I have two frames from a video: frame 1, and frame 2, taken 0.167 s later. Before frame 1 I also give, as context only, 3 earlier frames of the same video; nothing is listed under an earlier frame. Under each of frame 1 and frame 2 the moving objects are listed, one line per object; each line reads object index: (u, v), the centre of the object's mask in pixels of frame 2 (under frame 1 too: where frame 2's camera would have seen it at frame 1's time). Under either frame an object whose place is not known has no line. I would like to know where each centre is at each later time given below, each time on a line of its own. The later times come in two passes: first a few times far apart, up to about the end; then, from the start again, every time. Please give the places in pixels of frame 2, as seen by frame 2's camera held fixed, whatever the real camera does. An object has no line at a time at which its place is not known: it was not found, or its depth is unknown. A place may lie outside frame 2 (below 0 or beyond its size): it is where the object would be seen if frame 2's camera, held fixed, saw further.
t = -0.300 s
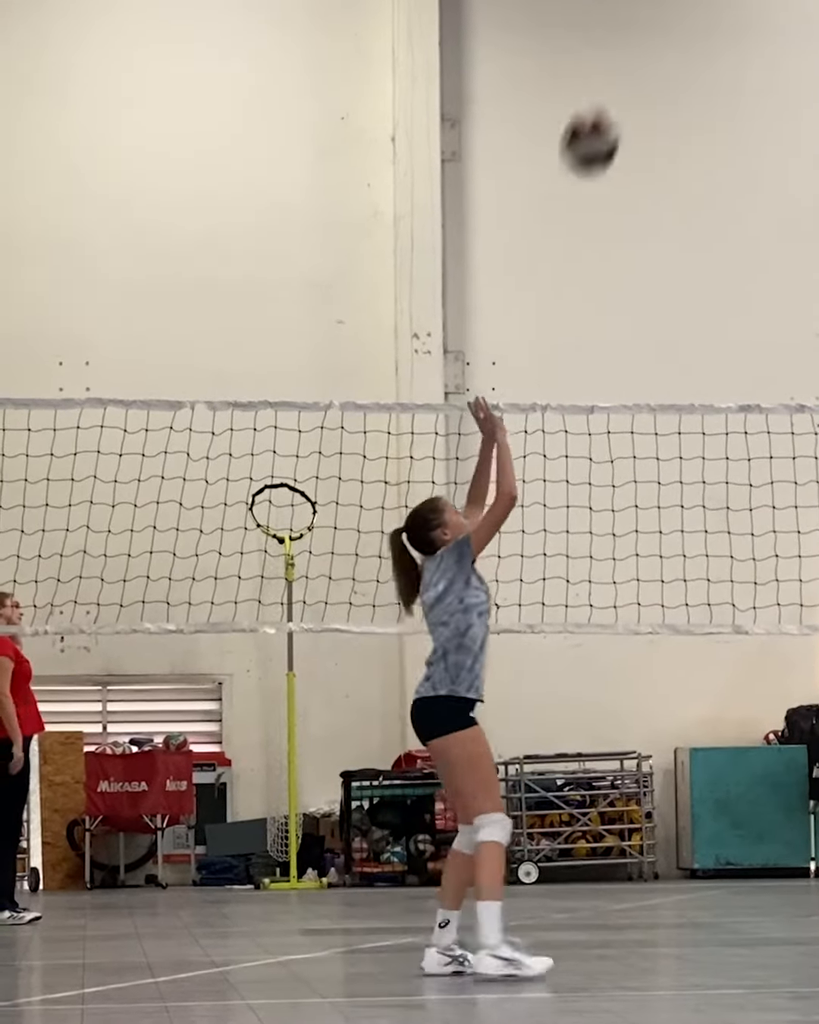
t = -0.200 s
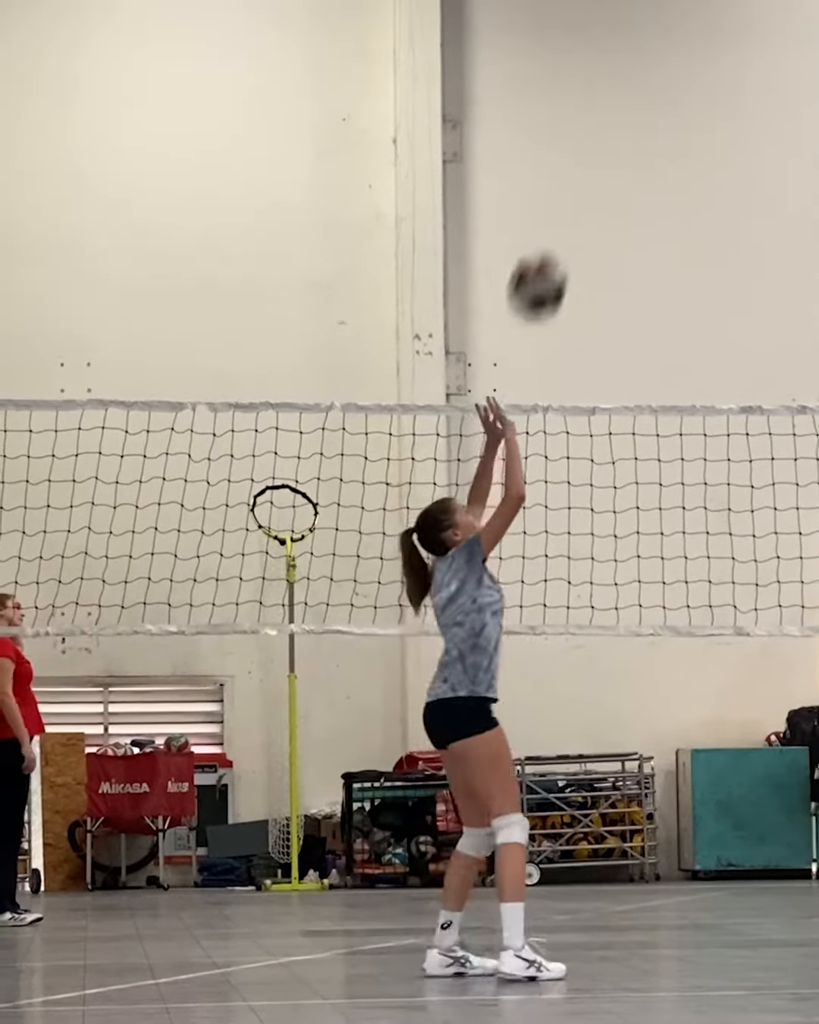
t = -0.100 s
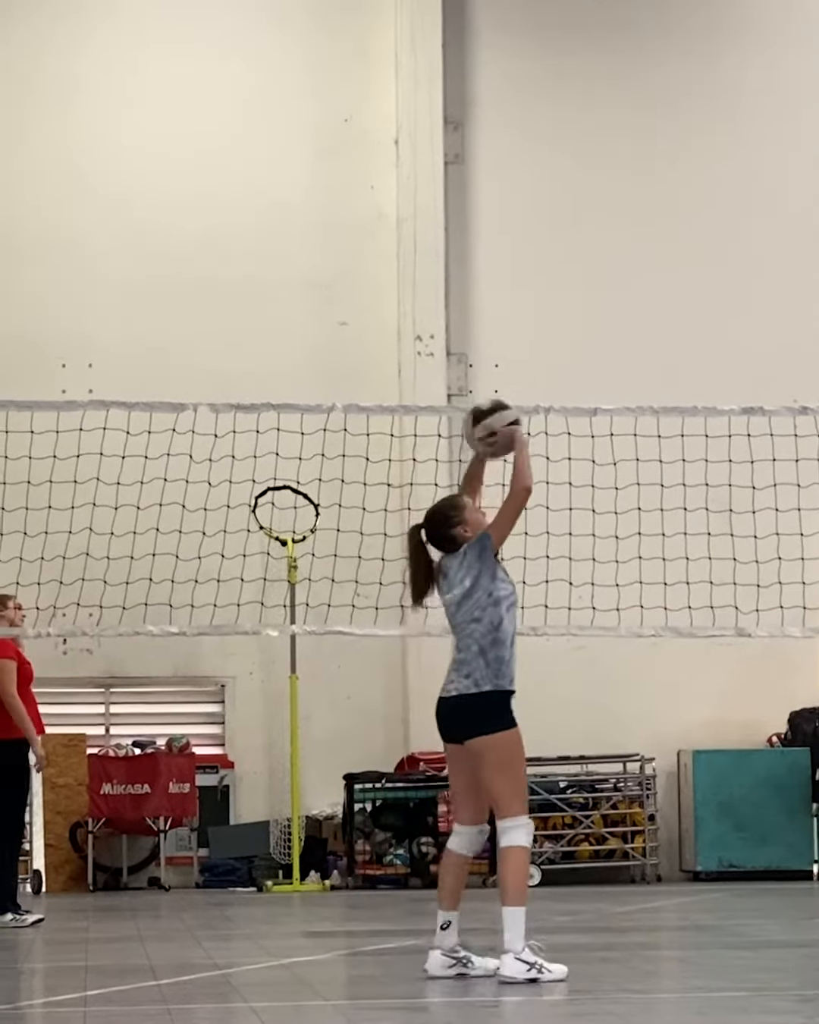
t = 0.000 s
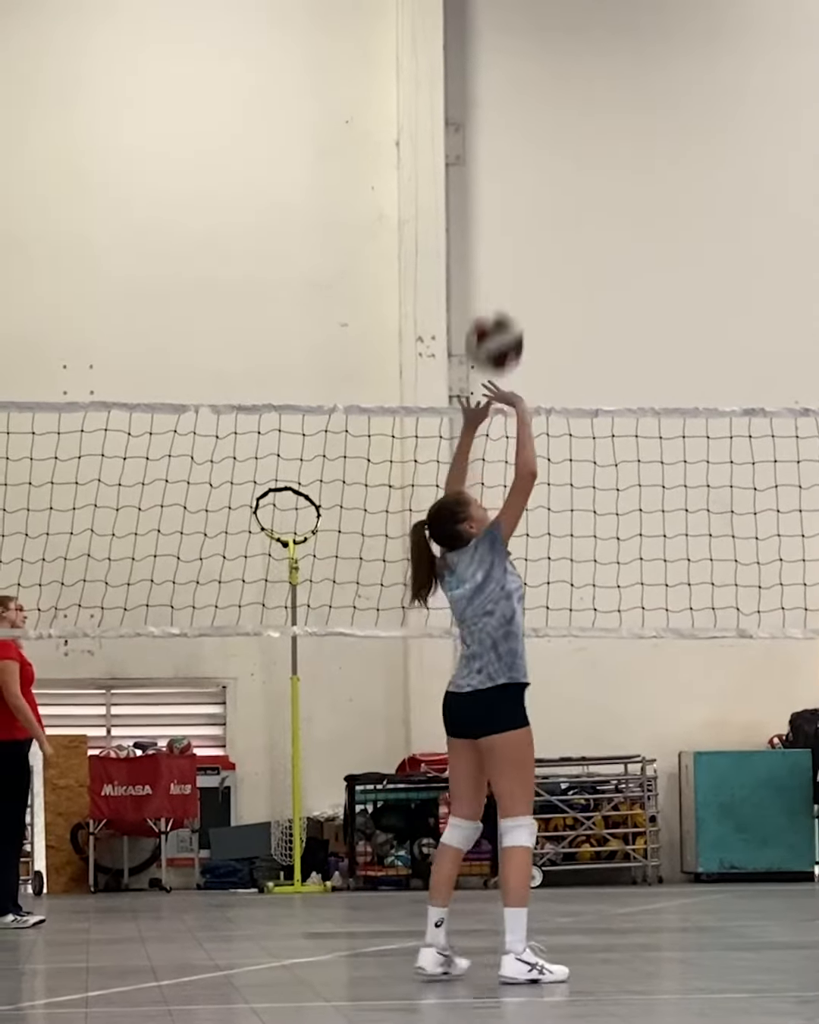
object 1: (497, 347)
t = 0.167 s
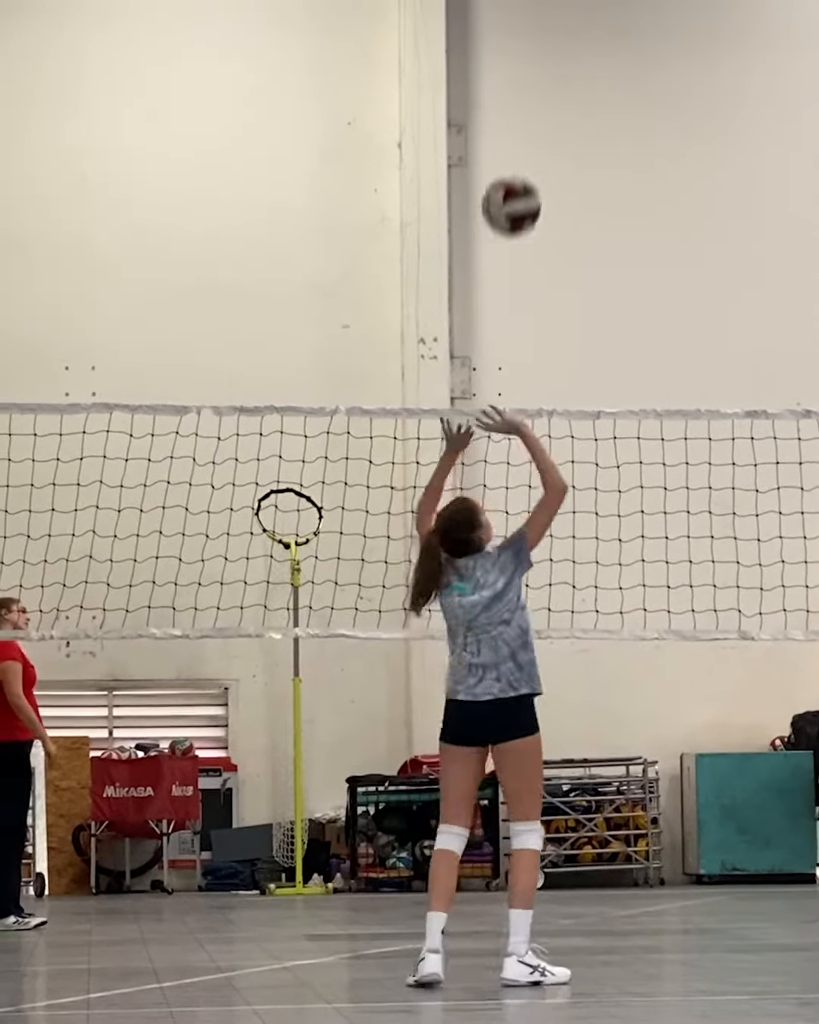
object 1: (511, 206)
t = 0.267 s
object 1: (521, 159)
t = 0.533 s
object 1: (548, 162)
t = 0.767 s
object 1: (574, 321)
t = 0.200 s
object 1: (514, 187)
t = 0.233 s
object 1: (518, 171)
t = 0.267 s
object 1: (521, 159)
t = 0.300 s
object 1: (524, 148)
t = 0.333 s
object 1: (527, 142)
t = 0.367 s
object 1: (530, 138)
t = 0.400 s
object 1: (534, 136)
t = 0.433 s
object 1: (537, 138)
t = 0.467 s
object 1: (541, 144)
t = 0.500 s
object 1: (544, 151)
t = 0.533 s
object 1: (548, 162)
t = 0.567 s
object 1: (551, 175)
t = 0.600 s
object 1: (555, 192)
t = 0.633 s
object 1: (559, 211)
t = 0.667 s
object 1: (563, 234)
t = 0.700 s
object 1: (567, 261)
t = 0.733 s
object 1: (570, 289)
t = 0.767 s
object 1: (574, 321)
